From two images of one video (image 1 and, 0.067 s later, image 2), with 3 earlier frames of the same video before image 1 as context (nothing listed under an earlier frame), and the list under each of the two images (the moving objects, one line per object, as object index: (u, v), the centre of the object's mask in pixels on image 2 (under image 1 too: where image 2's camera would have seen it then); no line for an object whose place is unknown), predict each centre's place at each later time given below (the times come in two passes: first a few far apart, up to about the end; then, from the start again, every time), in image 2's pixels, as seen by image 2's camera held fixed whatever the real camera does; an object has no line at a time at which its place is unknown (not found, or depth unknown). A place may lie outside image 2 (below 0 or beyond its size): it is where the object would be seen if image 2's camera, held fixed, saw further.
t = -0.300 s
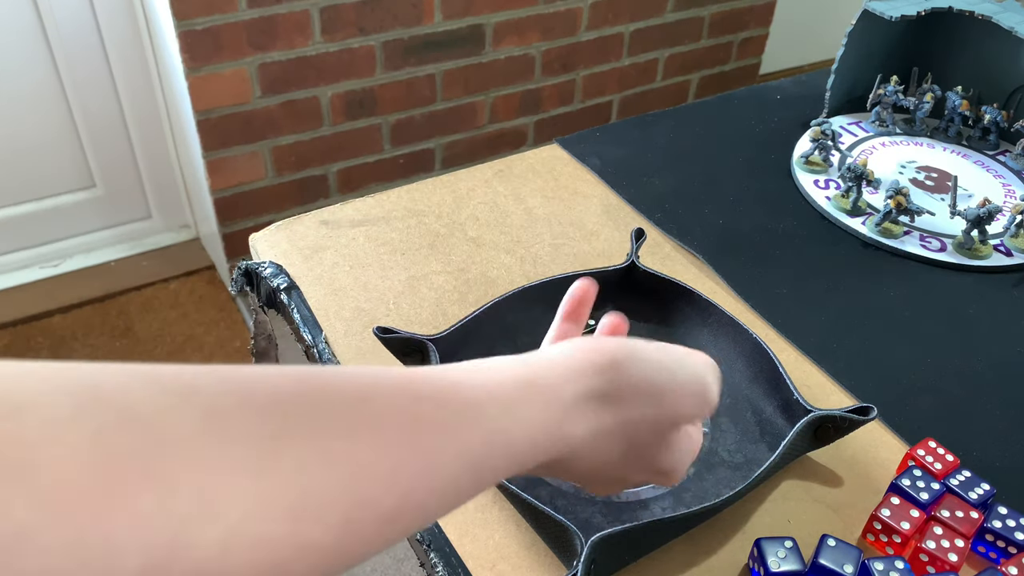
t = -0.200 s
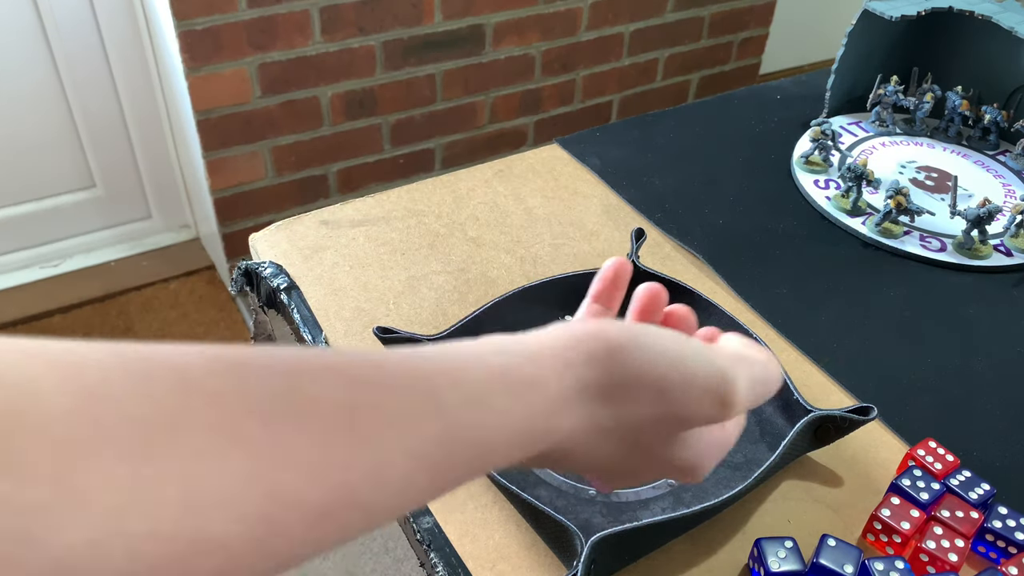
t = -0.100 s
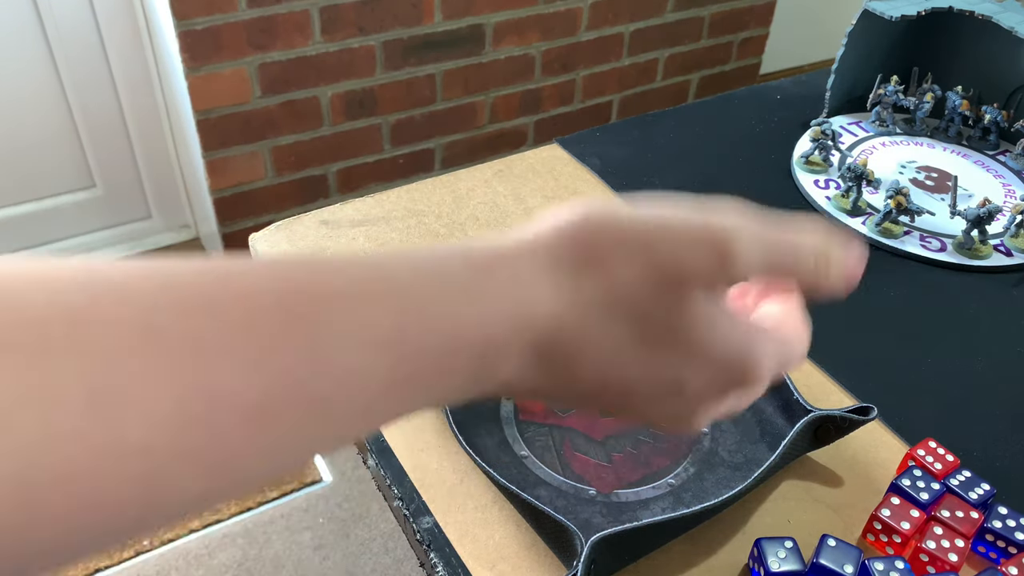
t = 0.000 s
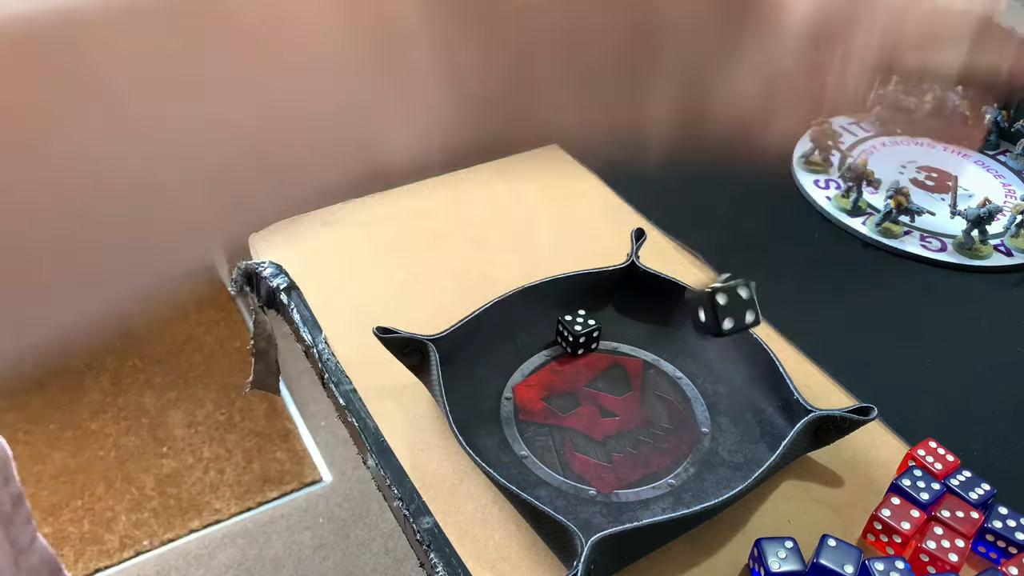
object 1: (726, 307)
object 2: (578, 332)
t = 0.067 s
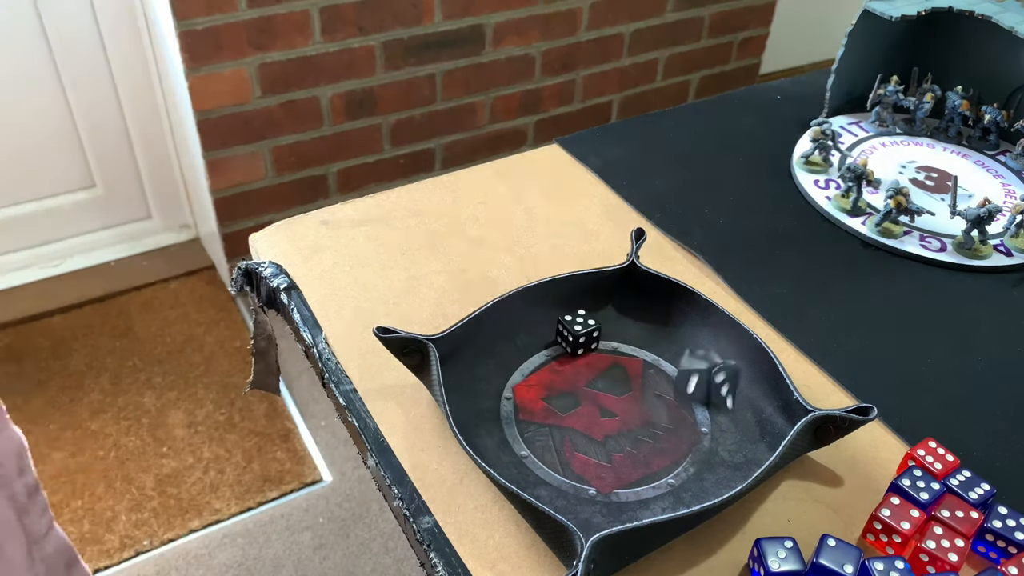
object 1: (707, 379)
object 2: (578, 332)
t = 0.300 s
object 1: (576, 344)
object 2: (573, 318)
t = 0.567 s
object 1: (521, 364)
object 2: (566, 335)
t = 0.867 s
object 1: (521, 365)
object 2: (566, 335)
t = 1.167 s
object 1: (521, 364)
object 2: (566, 335)
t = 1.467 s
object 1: (521, 364)
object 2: (565, 335)
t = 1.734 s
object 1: (521, 364)
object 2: (565, 335)
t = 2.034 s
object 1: (521, 364)
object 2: (565, 335)
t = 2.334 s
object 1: (521, 364)
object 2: (565, 335)
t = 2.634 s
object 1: (521, 364)
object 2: (565, 335)
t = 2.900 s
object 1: (521, 364)
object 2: (565, 335)
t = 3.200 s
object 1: (521, 364)
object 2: (565, 335)
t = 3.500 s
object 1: (521, 364)
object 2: (565, 335)
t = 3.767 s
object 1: (521, 364)
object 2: (565, 335)
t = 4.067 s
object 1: (521, 364)
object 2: (565, 335)
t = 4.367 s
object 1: (521, 364)
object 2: (565, 335)
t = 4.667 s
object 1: (521, 364)
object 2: (566, 335)
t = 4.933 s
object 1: (521, 365)
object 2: (565, 335)
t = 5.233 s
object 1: (521, 364)
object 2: (565, 335)
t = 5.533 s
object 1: (521, 364)
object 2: (565, 335)
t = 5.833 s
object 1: (521, 364)
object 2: (565, 335)
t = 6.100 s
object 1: (521, 364)
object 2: (565, 335)
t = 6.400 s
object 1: (521, 364)
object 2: (565, 335)
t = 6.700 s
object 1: (521, 364)
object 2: (565, 335)
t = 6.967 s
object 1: (521, 364)
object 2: (565, 335)
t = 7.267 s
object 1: (521, 364)
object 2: (565, 335)
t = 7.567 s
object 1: (521, 364)
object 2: (565, 335)
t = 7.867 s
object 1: (521, 364)
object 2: (565, 335)
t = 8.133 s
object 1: (521, 364)
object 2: (565, 335)
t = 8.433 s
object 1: (521, 364)
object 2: (565, 335)
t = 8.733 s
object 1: (521, 364)
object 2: (565, 335)
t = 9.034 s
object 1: (521, 364)
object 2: (565, 335)
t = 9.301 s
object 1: (521, 364)
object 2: (565, 335)
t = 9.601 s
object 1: (521, 364)
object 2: (565, 335)
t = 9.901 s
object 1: (521, 364)
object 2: (565, 335)
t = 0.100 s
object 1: (693, 440)
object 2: (578, 332)
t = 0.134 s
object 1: (678, 445)
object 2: (578, 332)
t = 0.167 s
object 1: (659, 407)
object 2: (578, 332)
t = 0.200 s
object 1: (636, 382)
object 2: (578, 332)
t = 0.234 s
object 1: (613, 373)
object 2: (578, 332)
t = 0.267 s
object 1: (592, 356)
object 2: (575, 326)
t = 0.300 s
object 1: (576, 344)
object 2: (573, 318)
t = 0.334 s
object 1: (564, 350)
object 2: (570, 317)
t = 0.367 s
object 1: (548, 352)
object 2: (571, 319)
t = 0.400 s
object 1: (536, 358)
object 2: (570, 326)
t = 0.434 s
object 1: (527, 361)
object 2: (567, 332)
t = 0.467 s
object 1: (522, 364)
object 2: (566, 334)
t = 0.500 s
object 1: (521, 365)
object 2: (566, 335)
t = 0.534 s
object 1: (521, 364)
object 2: (566, 335)
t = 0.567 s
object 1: (521, 364)
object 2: (566, 335)
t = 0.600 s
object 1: (521, 364)
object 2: (566, 335)
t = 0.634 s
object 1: (521, 364)
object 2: (566, 335)
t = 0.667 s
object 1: (521, 364)
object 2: (566, 335)
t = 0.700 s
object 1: (521, 364)
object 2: (566, 335)
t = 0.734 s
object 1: (521, 364)
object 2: (566, 335)
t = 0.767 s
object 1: (521, 364)
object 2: (566, 335)
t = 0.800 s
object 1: (521, 364)
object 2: (566, 335)
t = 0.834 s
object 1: (521, 364)
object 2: (566, 335)
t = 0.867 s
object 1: (521, 365)
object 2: (566, 335)
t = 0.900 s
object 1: (521, 365)
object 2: (566, 335)
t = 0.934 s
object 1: (521, 365)
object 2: (566, 335)
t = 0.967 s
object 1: (521, 364)
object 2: (566, 335)
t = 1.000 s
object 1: (521, 364)
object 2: (566, 335)
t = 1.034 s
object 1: (521, 364)
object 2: (566, 335)
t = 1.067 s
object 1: (521, 365)
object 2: (566, 335)
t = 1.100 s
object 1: (521, 365)
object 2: (566, 335)
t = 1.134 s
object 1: (521, 364)
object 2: (566, 335)
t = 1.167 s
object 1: (521, 364)
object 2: (566, 335)
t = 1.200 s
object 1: (521, 364)
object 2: (566, 335)
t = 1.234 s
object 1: (521, 364)
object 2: (566, 335)
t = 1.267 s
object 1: (521, 364)
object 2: (565, 335)
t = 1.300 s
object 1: (521, 365)
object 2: (565, 335)
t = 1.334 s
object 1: (521, 364)
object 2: (565, 335)
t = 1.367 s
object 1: (521, 364)
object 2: (565, 335)
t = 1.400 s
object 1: (521, 364)
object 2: (565, 335)
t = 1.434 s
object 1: (521, 364)
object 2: (565, 335)
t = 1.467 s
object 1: (521, 364)
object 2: (565, 335)
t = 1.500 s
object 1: (521, 364)
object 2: (565, 335)
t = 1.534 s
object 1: (521, 365)
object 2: (565, 335)
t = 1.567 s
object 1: (521, 364)
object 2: (565, 335)
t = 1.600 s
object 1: (521, 364)
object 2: (565, 335)
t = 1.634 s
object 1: (521, 364)
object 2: (565, 335)
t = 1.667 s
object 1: (521, 364)
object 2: (565, 335)
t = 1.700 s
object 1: (521, 364)
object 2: (565, 335)
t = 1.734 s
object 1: (521, 364)
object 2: (565, 335)
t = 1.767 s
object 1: (521, 364)
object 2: (565, 335)
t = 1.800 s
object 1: (521, 364)
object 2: (565, 335)
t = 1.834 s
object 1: (521, 364)
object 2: (565, 335)
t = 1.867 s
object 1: (521, 364)
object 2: (565, 335)
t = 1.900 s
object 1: (521, 364)
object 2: (565, 335)
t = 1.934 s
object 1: (521, 364)
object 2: (565, 335)
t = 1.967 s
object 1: (521, 364)
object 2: (565, 335)
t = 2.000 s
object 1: (521, 364)
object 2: (565, 335)
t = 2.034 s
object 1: (521, 364)
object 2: (565, 335)
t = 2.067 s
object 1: (521, 364)
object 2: (565, 335)
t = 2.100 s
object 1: (521, 364)
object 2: (565, 335)
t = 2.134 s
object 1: (521, 364)
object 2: (565, 335)
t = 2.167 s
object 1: (521, 364)
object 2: (565, 335)
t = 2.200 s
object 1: (521, 364)
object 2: (565, 335)
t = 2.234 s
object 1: (521, 364)
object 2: (565, 335)
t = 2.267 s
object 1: (521, 364)
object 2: (565, 335)
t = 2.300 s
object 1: (521, 364)
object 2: (565, 335)
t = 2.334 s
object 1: (521, 364)
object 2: (565, 335)
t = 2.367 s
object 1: (521, 364)
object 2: (565, 335)
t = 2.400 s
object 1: (521, 364)
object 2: (565, 335)
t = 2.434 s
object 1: (521, 364)
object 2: (565, 335)
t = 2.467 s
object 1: (521, 364)
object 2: (565, 335)
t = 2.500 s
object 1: (521, 364)
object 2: (565, 335)
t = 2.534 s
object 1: (521, 364)
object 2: (565, 335)
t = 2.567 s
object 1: (521, 364)
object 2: (565, 335)
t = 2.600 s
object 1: (521, 364)
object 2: (565, 335)
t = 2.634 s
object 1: (521, 364)
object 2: (565, 335)
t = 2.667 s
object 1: (521, 364)
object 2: (565, 335)
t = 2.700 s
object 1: (521, 364)
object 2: (565, 335)
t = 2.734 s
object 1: (521, 364)
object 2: (565, 335)
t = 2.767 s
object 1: (521, 364)
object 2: (565, 335)
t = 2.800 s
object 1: (521, 364)
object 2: (565, 335)
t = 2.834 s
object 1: (521, 364)
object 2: (565, 335)
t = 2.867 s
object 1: (521, 364)
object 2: (565, 335)
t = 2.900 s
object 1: (521, 364)
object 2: (565, 335)
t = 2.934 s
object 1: (521, 364)
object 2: (565, 335)
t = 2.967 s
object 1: (521, 364)
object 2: (565, 335)
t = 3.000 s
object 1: (521, 364)
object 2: (565, 335)
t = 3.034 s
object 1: (521, 364)
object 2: (565, 335)
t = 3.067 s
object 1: (521, 364)
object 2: (565, 335)
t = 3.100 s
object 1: (521, 364)
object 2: (565, 335)
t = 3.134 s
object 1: (521, 364)
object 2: (565, 335)
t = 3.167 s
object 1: (521, 364)
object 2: (565, 335)
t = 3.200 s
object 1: (521, 364)
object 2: (565, 335)
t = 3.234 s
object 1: (521, 364)
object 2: (565, 335)
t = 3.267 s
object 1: (521, 364)
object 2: (565, 335)
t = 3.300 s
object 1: (521, 364)
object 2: (565, 335)
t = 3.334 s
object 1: (521, 364)
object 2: (565, 335)
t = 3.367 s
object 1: (521, 364)
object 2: (565, 335)
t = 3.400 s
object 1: (521, 364)
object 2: (565, 335)
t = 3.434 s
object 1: (521, 364)
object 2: (565, 335)
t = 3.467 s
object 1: (521, 364)
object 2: (565, 335)
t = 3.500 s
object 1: (521, 364)
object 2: (565, 335)
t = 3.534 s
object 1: (521, 364)
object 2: (565, 335)
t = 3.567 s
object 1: (521, 364)
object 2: (565, 335)
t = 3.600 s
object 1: (521, 364)
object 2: (565, 335)
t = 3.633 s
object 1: (521, 364)
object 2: (565, 335)
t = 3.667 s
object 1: (521, 364)
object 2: (565, 335)
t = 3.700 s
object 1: (521, 364)
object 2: (565, 335)
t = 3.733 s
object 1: (521, 364)
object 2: (565, 335)
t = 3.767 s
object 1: (521, 364)
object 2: (565, 335)
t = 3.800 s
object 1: (521, 364)
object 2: (565, 335)
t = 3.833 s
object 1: (521, 364)
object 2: (565, 335)
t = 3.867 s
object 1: (521, 364)
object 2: (565, 335)
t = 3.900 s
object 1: (521, 364)
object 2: (565, 335)
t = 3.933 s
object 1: (521, 364)
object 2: (565, 335)
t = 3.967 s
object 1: (521, 364)
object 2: (565, 335)
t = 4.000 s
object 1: (521, 364)
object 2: (565, 335)
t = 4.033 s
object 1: (521, 364)
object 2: (565, 335)
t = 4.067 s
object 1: (521, 364)
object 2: (565, 335)
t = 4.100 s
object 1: (521, 364)
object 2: (565, 335)
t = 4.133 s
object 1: (521, 364)
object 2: (565, 335)
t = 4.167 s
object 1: (521, 364)
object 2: (565, 335)
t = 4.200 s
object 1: (521, 364)
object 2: (565, 335)
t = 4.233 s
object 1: (521, 364)
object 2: (565, 335)
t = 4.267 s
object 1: (521, 364)
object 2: (565, 335)
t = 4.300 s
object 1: (521, 364)
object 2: (565, 335)
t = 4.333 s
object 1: (521, 364)
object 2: (565, 335)
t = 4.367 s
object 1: (521, 364)
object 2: (565, 335)
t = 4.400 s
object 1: (521, 364)
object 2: (565, 335)
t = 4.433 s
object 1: (521, 364)
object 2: (565, 335)
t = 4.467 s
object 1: (521, 364)
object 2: (565, 335)
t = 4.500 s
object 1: (521, 364)
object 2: (565, 335)
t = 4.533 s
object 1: (521, 364)
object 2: (565, 335)
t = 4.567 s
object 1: (521, 364)
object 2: (565, 335)
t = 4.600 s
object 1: (521, 364)
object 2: (566, 335)
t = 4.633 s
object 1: (521, 364)
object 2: (565, 335)
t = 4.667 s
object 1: (521, 364)
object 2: (566, 335)
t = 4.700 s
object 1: (521, 364)
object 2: (566, 335)
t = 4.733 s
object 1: (521, 364)
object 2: (565, 335)
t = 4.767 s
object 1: (521, 364)
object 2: (565, 335)
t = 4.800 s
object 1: (521, 364)
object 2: (565, 335)
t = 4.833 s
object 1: (521, 364)
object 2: (565, 335)
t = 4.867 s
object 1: (521, 364)
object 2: (565, 335)
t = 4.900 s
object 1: (521, 364)
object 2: (565, 335)
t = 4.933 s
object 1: (521, 365)
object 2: (565, 335)
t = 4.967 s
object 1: (521, 364)
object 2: (565, 335)
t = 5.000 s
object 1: (521, 364)
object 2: (565, 335)
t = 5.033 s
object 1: (521, 364)
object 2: (565, 335)
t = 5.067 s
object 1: (521, 364)
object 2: (565, 335)
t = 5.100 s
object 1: (521, 364)
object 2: (565, 335)
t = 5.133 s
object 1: (521, 364)
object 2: (565, 335)
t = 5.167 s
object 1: (521, 364)
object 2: (565, 335)
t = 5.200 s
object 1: (521, 364)
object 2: (565, 335)
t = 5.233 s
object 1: (521, 364)
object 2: (565, 335)
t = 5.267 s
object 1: (521, 364)
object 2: (565, 335)
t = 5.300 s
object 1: (521, 364)
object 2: (565, 335)
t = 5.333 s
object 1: (521, 364)
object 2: (565, 335)
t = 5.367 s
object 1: (521, 364)
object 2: (565, 335)
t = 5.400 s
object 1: (521, 364)
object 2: (565, 335)
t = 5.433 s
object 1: (521, 364)
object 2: (565, 335)
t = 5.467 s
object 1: (521, 364)
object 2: (565, 335)
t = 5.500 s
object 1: (521, 364)
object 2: (565, 335)
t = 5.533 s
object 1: (521, 364)
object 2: (565, 335)
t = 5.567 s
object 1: (521, 364)
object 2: (565, 335)
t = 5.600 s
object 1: (521, 364)
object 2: (565, 335)
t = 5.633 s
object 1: (521, 364)
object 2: (565, 335)
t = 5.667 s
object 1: (521, 364)
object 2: (565, 335)
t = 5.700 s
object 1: (521, 364)
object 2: (565, 335)
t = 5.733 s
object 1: (521, 364)
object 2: (565, 335)
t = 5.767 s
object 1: (521, 364)
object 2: (565, 335)
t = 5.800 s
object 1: (521, 364)
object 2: (565, 335)
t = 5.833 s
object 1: (521, 364)
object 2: (565, 335)
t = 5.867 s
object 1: (521, 364)
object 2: (565, 335)
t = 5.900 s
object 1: (521, 364)
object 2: (565, 335)
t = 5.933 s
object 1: (521, 364)
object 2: (565, 335)
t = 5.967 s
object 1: (521, 364)
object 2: (565, 335)
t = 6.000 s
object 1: (521, 364)
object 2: (565, 335)
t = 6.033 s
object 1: (521, 364)
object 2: (565, 335)
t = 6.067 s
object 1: (521, 364)
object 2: (565, 335)
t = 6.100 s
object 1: (521, 364)
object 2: (565, 335)
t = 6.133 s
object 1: (521, 364)
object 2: (565, 335)
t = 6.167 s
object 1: (521, 364)
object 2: (565, 335)
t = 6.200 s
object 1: (521, 364)
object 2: (565, 335)
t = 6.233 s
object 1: (521, 364)
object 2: (565, 335)
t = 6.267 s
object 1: (521, 364)
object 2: (565, 335)
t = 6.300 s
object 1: (521, 364)
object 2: (565, 335)
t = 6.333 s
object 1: (521, 364)
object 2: (565, 335)
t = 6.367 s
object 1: (521, 364)
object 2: (565, 335)
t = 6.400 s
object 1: (521, 364)
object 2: (565, 335)
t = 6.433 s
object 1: (521, 364)
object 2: (565, 335)
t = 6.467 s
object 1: (521, 364)
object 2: (565, 335)
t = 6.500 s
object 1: (521, 364)
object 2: (565, 335)
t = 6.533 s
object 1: (521, 364)
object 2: (565, 335)
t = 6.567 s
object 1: (521, 364)
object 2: (565, 335)
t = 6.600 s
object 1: (521, 364)
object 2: (565, 335)
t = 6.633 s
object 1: (521, 364)
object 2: (565, 335)
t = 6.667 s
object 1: (521, 364)
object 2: (565, 335)
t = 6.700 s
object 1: (521, 364)
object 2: (565, 335)
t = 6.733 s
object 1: (521, 364)
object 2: (565, 335)
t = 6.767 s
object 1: (521, 364)
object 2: (565, 335)
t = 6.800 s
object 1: (521, 364)
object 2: (565, 335)
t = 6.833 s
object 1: (521, 364)
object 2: (565, 335)
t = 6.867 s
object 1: (521, 364)
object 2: (565, 335)
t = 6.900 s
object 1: (521, 364)
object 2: (565, 335)
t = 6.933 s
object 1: (521, 364)
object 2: (565, 335)
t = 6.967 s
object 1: (521, 364)
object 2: (565, 335)
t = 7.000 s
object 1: (521, 364)
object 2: (565, 335)
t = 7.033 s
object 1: (521, 364)
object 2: (565, 335)
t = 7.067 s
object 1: (521, 364)
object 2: (565, 335)
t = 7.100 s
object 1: (521, 364)
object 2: (565, 335)
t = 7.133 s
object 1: (521, 364)
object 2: (565, 335)
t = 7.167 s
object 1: (521, 364)
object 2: (565, 335)
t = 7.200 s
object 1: (521, 364)
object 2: (565, 335)
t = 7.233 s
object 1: (521, 364)
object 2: (565, 335)
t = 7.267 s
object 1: (521, 364)
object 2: (565, 335)
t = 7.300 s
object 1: (521, 364)
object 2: (565, 335)
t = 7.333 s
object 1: (521, 364)
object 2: (565, 335)
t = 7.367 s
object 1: (521, 364)
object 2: (565, 335)
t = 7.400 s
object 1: (521, 364)
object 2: (565, 335)
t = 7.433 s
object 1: (521, 364)
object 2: (565, 335)
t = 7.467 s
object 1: (521, 364)
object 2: (565, 335)
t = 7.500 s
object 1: (521, 364)
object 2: (565, 335)
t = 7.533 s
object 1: (521, 364)
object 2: (565, 335)
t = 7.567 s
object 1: (521, 364)
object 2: (565, 335)
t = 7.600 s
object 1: (521, 364)
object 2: (565, 335)
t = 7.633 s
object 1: (521, 364)
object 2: (565, 335)
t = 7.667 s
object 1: (521, 364)
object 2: (565, 335)
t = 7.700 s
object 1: (521, 364)
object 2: (565, 335)
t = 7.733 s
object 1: (521, 364)
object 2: (565, 335)
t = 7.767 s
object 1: (521, 364)
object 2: (565, 335)
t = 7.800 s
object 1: (521, 364)
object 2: (565, 335)
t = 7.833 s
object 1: (521, 364)
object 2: (565, 335)
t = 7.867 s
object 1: (521, 364)
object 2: (565, 335)
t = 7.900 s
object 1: (521, 364)
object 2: (565, 335)
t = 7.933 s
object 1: (521, 364)
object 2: (565, 335)
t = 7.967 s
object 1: (521, 364)
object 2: (565, 335)
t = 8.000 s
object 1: (521, 364)
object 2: (565, 335)
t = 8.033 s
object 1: (521, 364)
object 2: (565, 335)
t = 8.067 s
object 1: (521, 364)
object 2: (565, 335)
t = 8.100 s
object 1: (521, 364)
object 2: (565, 335)
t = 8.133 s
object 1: (521, 364)
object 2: (565, 335)
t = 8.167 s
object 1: (521, 364)
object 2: (565, 335)
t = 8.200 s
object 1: (521, 364)
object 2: (565, 335)
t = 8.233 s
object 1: (521, 364)
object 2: (565, 335)
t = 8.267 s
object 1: (521, 364)
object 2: (565, 335)
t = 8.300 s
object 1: (521, 364)
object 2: (565, 335)
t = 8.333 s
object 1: (521, 364)
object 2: (565, 335)
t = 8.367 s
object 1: (521, 364)
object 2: (565, 335)
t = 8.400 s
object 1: (521, 364)
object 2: (565, 335)
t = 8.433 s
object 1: (521, 364)
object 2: (565, 335)
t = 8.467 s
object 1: (521, 364)
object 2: (565, 335)
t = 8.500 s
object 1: (521, 364)
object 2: (565, 335)
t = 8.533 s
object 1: (521, 364)
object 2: (565, 335)
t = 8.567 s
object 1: (521, 364)
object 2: (565, 335)
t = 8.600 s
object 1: (521, 364)
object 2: (565, 335)
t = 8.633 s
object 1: (521, 364)
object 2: (565, 335)
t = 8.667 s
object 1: (521, 364)
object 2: (565, 335)
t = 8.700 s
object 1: (521, 364)
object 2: (565, 335)
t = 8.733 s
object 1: (521, 364)
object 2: (565, 335)
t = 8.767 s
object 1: (521, 364)
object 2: (565, 335)
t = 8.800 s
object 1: (521, 364)
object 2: (565, 335)
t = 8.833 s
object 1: (521, 364)
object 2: (565, 335)
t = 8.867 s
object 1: (521, 364)
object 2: (565, 335)
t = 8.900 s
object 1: (521, 364)
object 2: (565, 335)
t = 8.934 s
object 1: (521, 364)
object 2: (565, 335)
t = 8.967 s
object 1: (521, 364)
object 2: (565, 335)
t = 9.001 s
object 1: (521, 364)
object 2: (565, 335)
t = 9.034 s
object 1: (521, 364)
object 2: (565, 335)
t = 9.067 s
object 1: (521, 364)
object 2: (565, 335)
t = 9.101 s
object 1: (521, 364)
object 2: (565, 335)
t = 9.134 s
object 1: (521, 364)
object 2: (565, 335)
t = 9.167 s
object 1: (521, 364)
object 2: (565, 335)
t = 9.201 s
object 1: (521, 364)
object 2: (565, 335)
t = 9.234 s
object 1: (521, 364)
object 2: (565, 335)
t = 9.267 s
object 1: (521, 364)
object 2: (565, 335)
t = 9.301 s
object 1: (521, 364)
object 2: (565, 335)
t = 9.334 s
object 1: (521, 364)
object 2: (565, 335)
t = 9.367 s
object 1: (521, 364)
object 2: (565, 335)
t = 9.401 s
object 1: (521, 364)
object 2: (565, 335)
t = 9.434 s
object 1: (521, 364)
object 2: (565, 335)
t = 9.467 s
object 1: (521, 364)
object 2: (565, 335)
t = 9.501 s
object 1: (521, 364)
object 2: (565, 335)
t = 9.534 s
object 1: (521, 364)
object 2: (565, 335)
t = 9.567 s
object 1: (521, 364)
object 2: (565, 335)
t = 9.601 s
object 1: (521, 364)
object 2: (565, 335)
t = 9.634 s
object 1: (521, 364)
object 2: (565, 335)
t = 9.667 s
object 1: (521, 364)
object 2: (565, 335)
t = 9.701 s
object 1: (521, 364)
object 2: (565, 335)
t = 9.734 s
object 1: (521, 364)
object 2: (565, 335)
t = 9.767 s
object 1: (521, 364)
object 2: (565, 335)
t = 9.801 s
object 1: (521, 364)
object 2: (565, 335)
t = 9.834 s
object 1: (521, 364)
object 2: (565, 335)
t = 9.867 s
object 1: (521, 364)
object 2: (565, 335)
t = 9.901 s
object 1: (521, 364)
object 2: (565, 335)
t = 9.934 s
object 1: (521, 364)
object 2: (565, 335)
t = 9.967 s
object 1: (521, 364)
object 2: (565, 335)
